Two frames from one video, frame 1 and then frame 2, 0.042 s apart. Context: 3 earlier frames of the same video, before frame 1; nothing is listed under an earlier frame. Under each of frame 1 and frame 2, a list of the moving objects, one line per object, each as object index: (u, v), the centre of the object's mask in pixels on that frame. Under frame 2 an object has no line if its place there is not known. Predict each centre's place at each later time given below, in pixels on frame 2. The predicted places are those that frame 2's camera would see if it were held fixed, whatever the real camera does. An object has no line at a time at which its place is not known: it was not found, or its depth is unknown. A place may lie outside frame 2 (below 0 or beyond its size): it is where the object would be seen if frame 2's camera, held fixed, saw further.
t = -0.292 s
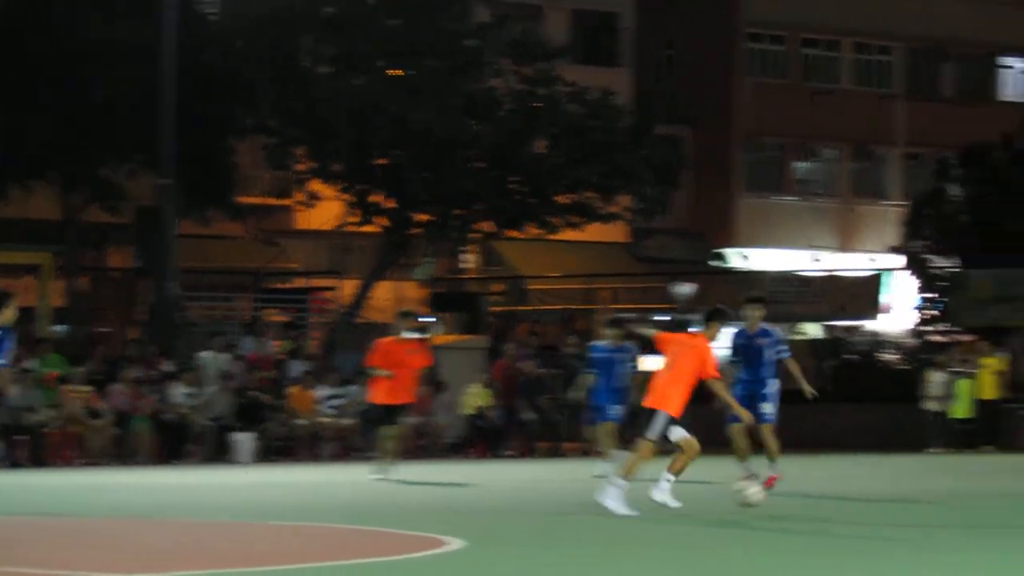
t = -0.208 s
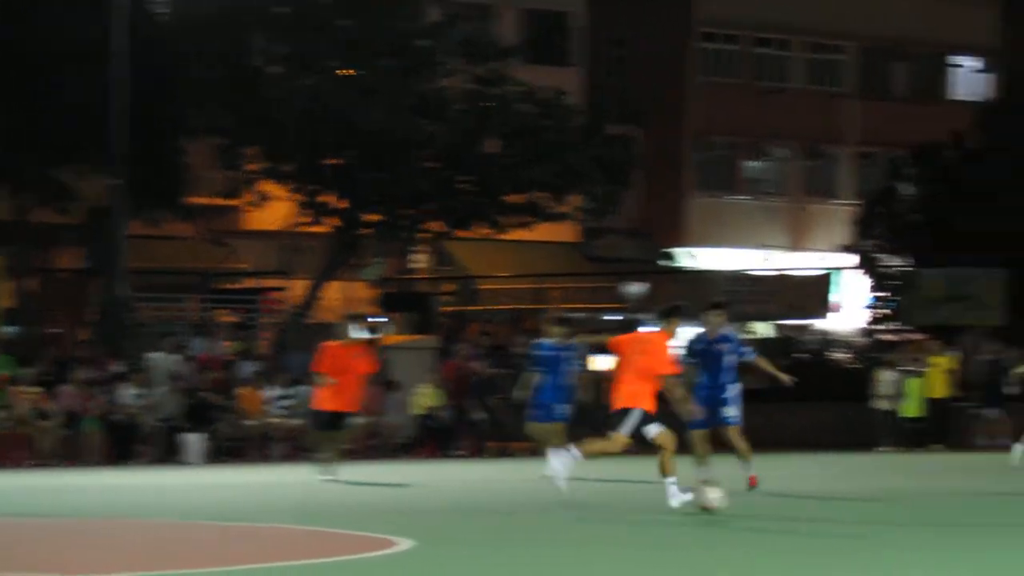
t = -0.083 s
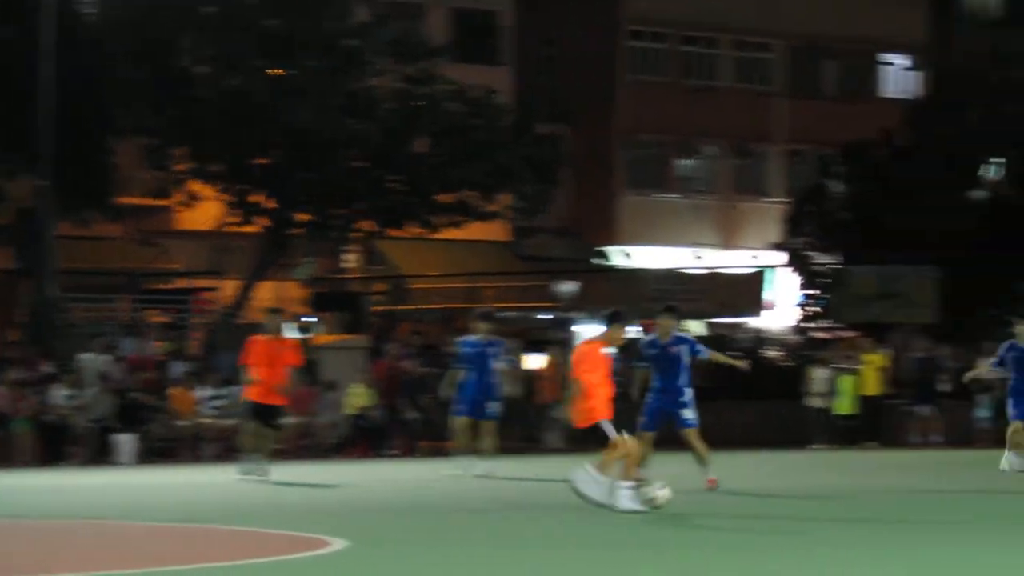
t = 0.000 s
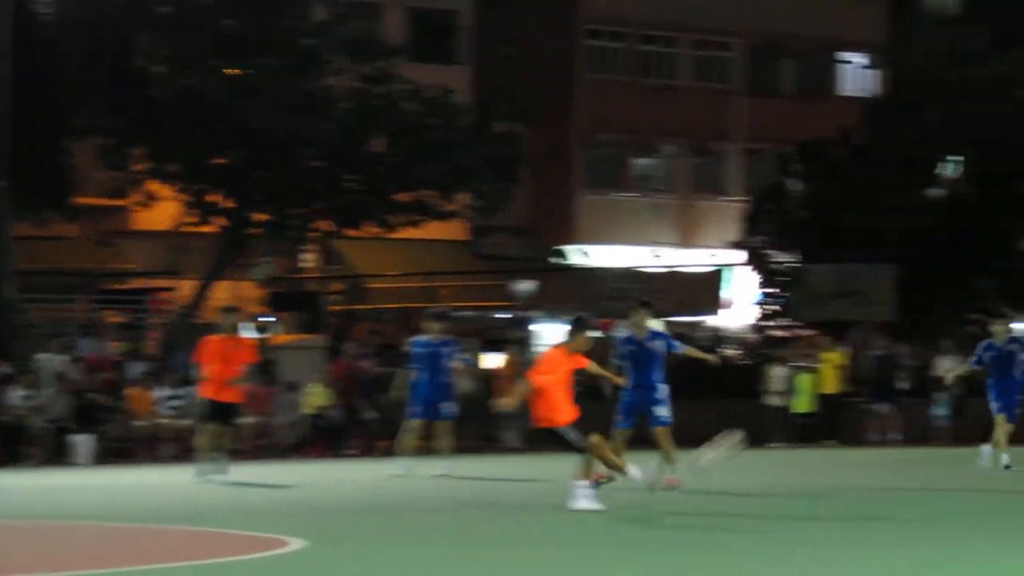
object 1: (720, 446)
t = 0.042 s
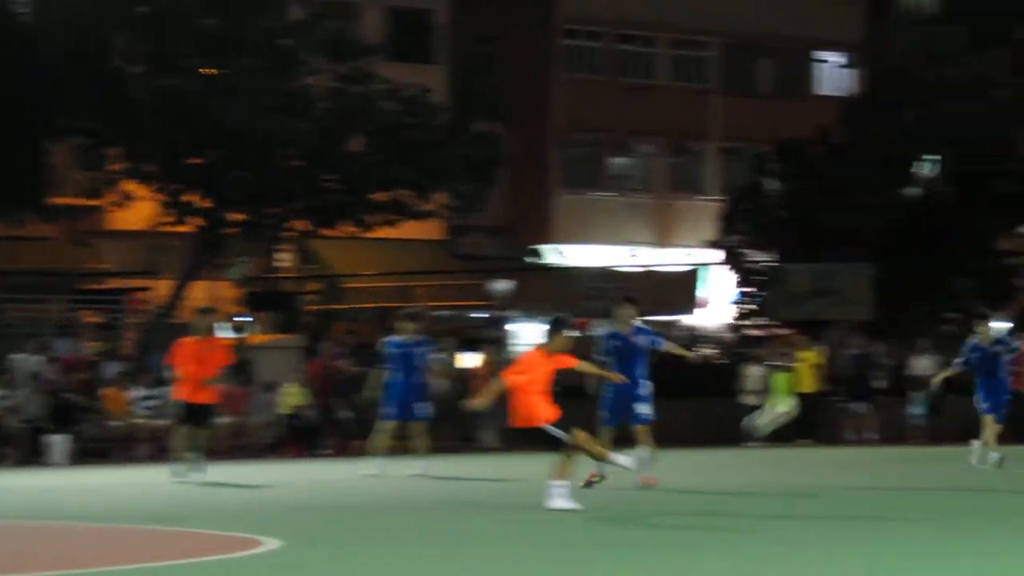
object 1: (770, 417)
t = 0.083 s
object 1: (849, 384)
